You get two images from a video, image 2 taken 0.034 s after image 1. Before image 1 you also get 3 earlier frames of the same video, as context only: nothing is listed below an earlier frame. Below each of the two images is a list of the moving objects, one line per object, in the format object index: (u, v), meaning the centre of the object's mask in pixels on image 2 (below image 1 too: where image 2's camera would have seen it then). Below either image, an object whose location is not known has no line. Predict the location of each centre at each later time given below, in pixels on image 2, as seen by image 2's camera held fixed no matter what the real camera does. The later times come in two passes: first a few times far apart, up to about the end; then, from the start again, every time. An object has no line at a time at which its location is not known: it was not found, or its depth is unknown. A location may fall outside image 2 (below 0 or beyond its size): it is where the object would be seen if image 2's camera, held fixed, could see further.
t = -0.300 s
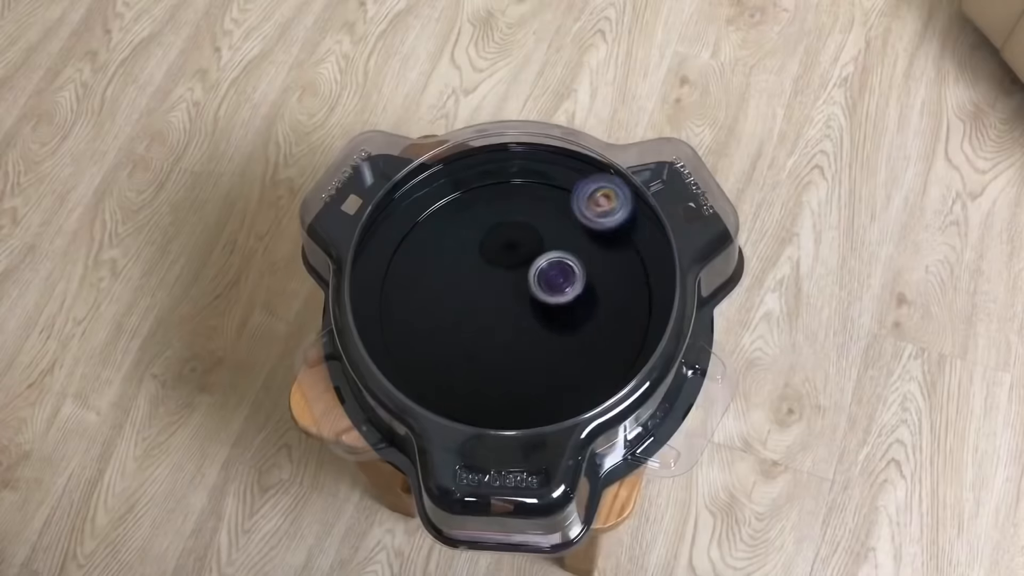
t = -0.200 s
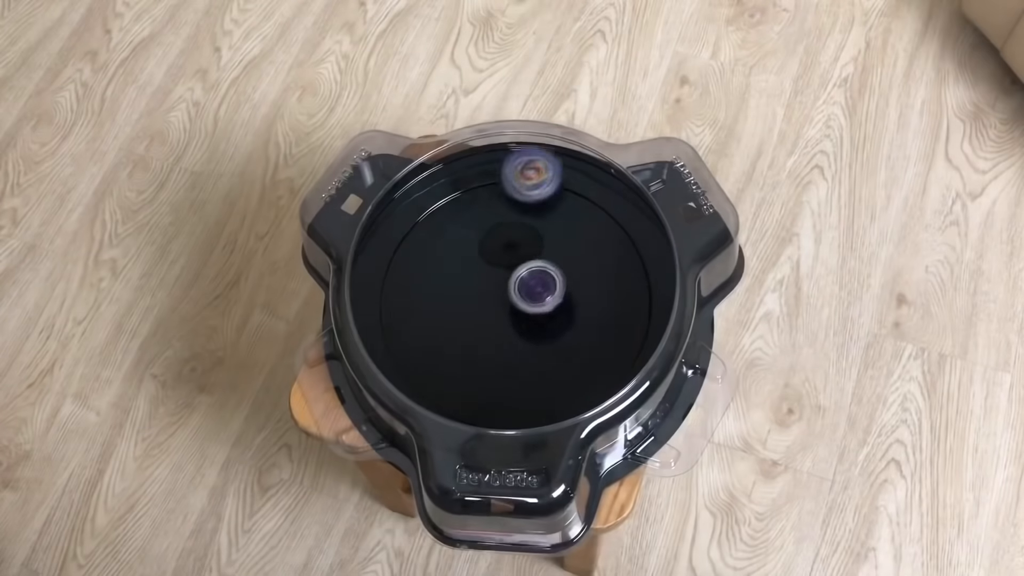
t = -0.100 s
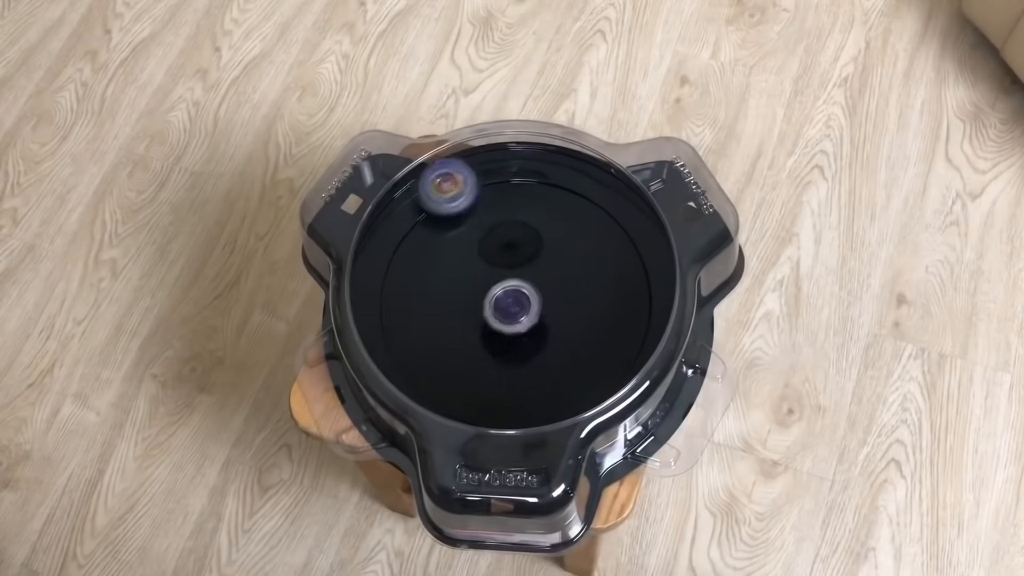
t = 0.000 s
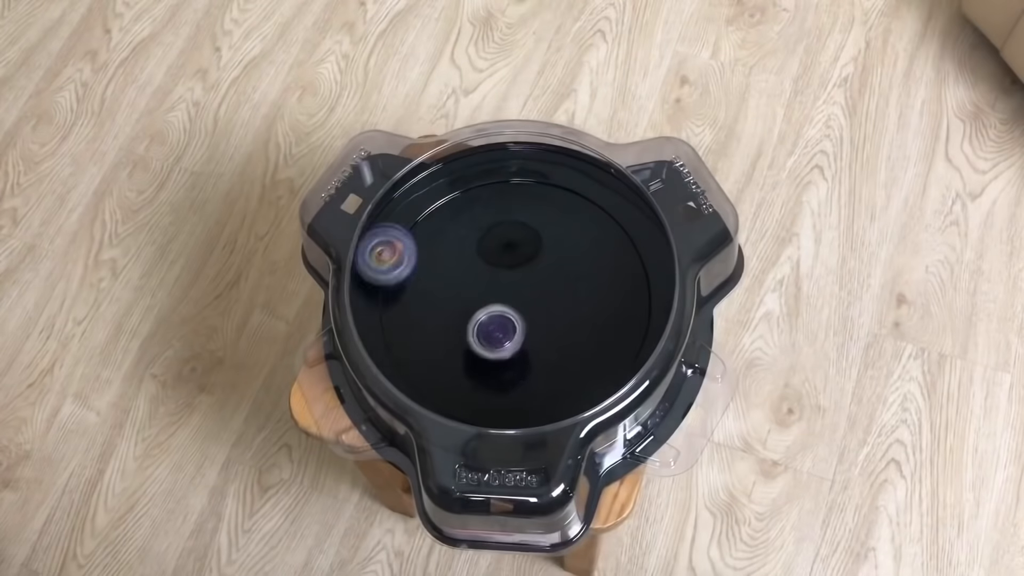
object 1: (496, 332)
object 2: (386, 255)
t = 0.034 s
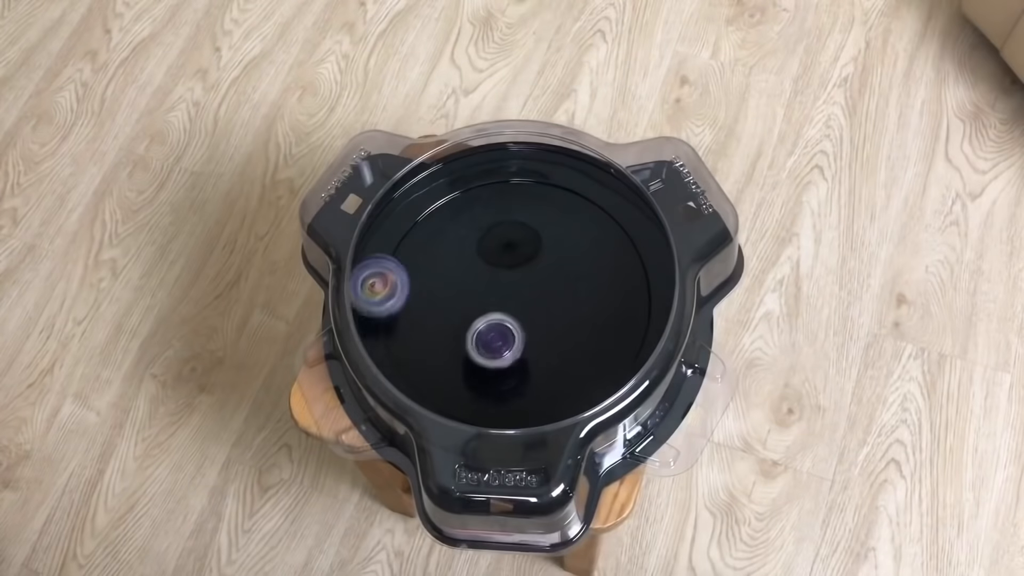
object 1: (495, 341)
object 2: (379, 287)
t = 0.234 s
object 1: (533, 364)
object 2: (500, 418)
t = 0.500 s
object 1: (555, 281)
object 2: (570, 359)
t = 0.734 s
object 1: (434, 216)
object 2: (517, 285)
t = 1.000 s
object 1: (364, 266)
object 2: (446, 309)
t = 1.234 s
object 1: (439, 304)
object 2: (501, 354)
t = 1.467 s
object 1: (503, 282)
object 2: (572, 277)
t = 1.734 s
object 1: (468, 207)
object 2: (579, 201)
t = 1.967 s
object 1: (435, 236)
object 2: (506, 209)
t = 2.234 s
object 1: (459, 308)
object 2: (534, 321)
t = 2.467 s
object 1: (529, 306)
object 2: (591, 351)
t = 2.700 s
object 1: (554, 250)
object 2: (608, 328)
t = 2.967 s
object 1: (493, 247)
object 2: (517, 327)
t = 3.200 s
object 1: (509, 298)
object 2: (462, 362)
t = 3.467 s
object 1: (555, 286)
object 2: (488, 380)
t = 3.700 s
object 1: (566, 255)
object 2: (484, 308)
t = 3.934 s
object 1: (550, 227)
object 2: (424, 270)
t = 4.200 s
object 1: (520, 264)
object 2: (440, 296)
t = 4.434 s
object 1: (598, 276)
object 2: (427, 310)
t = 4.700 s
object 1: (595, 271)
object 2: (494, 305)
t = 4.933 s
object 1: (599, 294)
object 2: (500, 243)
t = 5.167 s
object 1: (580, 308)
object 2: (457, 236)
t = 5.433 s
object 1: (560, 356)
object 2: (485, 263)
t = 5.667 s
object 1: (562, 427)
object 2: (475, 193)
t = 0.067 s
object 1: (496, 349)
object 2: (382, 320)
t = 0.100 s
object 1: (499, 356)
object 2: (394, 351)
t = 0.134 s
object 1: (504, 362)
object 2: (415, 378)
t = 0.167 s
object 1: (510, 367)
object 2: (443, 399)
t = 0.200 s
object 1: (517, 370)
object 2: (475, 411)
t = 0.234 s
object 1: (533, 364)
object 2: (500, 418)
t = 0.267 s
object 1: (548, 357)
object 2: (524, 426)
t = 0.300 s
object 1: (560, 349)
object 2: (545, 431)
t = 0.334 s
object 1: (569, 339)
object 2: (562, 433)
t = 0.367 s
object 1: (572, 327)
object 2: (562, 420)
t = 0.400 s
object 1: (574, 316)
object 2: (565, 406)
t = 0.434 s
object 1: (570, 303)
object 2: (567, 393)
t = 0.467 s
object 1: (564, 291)
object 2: (569, 376)
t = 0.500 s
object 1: (555, 281)
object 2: (570, 359)
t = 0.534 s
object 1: (543, 272)
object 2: (567, 340)
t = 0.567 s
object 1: (530, 264)
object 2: (561, 322)
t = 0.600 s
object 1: (515, 259)
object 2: (553, 306)
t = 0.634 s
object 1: (495, 245)
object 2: (547, 299)
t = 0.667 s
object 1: (474, 232)
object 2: (539, 294)
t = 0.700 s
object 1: (454, 222)
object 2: (529, 290)
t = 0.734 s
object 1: (434, 216)
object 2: (517, 285)
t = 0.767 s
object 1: (417, 214)
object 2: (503, 281)
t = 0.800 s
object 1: (408, 220)
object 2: (487, 277)
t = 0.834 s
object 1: (402, 230)
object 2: (472, 276)
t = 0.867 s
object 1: (402, 245)
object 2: (457, 275)
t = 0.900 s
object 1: (392, 250)
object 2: (452, 282)
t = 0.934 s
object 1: (382, 256)
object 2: (450, 292)
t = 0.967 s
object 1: (371, 261)
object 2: (448, 300)
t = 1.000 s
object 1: (364, 266)
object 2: (446, 309)
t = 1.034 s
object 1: (371, 272)
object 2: (445, 319)
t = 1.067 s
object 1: (379, 278)
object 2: (445, 329)
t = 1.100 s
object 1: (388, 283)
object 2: (449, 339)
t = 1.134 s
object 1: (399, 289)
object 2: (458, 348)
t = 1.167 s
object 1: (412, 295)
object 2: (471, 354)
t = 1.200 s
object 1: (425, 299)
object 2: (486, 356)
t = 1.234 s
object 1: (439, 304)
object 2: (501, 354)
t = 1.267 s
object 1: (452, 306)
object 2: (517, 347)
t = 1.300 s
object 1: (465, 307)
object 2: (529, 337)
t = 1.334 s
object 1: (478, 307)
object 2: (540, 326)
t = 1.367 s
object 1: (487, 303)
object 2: (550, 314)
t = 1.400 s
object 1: (493, 297)
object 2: (560, 302)
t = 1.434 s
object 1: (499, 290)
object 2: (568, 290)
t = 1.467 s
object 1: (503, 282)
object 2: (572, 277)
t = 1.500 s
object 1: (508, 272)
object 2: (573, 264)
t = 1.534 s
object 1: (512, 261)
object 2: (572, 252)
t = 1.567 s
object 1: (511, 250)
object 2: (572, 241)
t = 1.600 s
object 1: (501, 238)
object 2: (580, 231)
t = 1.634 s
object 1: (492, 228)
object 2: (583, 222)
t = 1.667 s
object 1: (484, 219)
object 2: (584, 214)
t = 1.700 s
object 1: (476, 211)
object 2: (582, 207)
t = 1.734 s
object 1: (468, 207)
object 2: (579, 201)
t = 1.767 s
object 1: (459, 205)
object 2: (574, 195)
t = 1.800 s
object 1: (451, 205)
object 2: (566, 190)
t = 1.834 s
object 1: (443, 208)
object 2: (556, 186)
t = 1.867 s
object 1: (437, 213)
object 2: (545, 186)
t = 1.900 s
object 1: (434, 219)
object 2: (531, 189)
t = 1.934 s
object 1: (433, 227)
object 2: (518, 198)
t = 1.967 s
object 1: (435, 236)
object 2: (506, 209)
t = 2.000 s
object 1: (439, 245)
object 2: (497, 224)
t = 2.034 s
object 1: (435, 257)
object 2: (498, 238)
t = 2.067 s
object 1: (434, 268)
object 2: (500, 253)
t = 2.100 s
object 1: (436, 279)
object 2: (502, 268)
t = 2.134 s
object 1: (441, 289)
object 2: (507, 283)
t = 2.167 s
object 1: (449, 297)
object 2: (512, 296)
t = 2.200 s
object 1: (455, 303)
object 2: (523, 308)
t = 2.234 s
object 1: (459, 308)
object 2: (534, 321)
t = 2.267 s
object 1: (466, 313)
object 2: (545, 331)
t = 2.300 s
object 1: (475, 316)
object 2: (554, 339)
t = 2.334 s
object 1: (486, 317)
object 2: (563, 345)
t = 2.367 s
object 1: (497, 317)
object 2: (572, 349)
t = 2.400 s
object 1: (509, 315)
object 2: (578, 351)
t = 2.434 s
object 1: (520, 311)
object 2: (585, 351)
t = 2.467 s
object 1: (529, 306)
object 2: (591, 351)
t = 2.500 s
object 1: (538, 299)
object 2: (596, 349)
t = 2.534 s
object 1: (545, 292)
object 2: (601, 346)
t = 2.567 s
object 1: (551, 284)
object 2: (604, 343)
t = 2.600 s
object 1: (555, 276)
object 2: (607, 339)
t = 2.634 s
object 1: (557, 267)
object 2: (608, 337)
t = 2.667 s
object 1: (557, 258)
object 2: (609, 332)
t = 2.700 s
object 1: (554, 250)
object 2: (608, 328)
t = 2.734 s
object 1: (550, 242)
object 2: (601, 324)
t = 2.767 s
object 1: (543, 237)
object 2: (594, 321)
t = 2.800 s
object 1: (535, 233)
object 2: (583, 320)
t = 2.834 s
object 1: (526, 231)
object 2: (570, 319)
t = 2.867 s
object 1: (517, 232)
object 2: (556, 320)
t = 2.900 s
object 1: (507, 235)
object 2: (542, 322)
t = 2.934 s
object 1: (499, 240)
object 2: (529, 324)
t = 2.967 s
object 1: (493, 247)
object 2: (517, 327)
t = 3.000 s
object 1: (489, 255)
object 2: (505, 331)
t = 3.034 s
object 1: (487, 264)
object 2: (496, 335)
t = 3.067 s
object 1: (487, 274)
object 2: (487, 339)
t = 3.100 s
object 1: (490, 283)
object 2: (479, 344)
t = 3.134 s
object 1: (495, 290)
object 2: (473, 348)
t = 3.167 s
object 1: (502, 295)
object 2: (467, 355)
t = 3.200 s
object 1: (509, 298)
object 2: (462, 362)
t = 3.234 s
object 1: (517, 300)
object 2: (459, 367)
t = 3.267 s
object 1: (525, 303)
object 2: (458, 373)
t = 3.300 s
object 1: (533, 303)
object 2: (457, 378)
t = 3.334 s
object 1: (540, 302)
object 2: (459, 382)
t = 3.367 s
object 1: (546, 300)
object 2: (464, 386)
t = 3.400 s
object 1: (550, 295)
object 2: (470, 387)
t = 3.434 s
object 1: (554, 291)
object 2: (479, 385)
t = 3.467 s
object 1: (555, 286)
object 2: (488, 380)
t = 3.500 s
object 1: (554, 283)
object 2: (495, 371)
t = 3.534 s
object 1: (553, 280)
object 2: (501, 360)
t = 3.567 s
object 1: (552, 278)
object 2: (505, 347)
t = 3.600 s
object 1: (549, 276)
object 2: (506, 334)
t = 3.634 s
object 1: (547, 275)
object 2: (506, 320)
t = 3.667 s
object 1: (556, 267)
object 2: (496, 313)
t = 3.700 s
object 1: (566, 255)
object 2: (484, 308)
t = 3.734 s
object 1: (572, 247)
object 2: (473, 301)
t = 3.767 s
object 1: (574, 240)
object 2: (464, 293)
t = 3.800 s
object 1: (573, 236)
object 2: (456, 287)
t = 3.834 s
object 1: (568, 233)
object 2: (448, 281)
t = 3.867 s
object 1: (562, 230)
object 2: (439, 277)
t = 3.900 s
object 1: (556, 228)
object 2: (431, 273)
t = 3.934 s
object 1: (550, 227)
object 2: (424, 270)
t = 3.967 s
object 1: (543, 229)
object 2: (418, 269)
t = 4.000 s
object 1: (538, 231)
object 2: (413, 270)
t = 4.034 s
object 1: (533, 235)
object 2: (409, 273)
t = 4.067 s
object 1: (529, 241)
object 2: (409, 277)
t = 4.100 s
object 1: (526, 246)
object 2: (412, 284)
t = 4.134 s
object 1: (523, 251)
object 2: (418, 289)
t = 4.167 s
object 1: (521, 258)
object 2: (428, 294)
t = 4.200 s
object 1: (520, 264)
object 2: (440, 296)
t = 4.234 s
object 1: (519, 270)
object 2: (455, 297)
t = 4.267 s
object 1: (529, 273)
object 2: (457, 297)
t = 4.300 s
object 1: (553, 273)
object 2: (445, 298)
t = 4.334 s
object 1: (570, 275)
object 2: (437, 299)
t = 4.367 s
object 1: (584, 275)
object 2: (432, 302)
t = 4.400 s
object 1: (593, 276)
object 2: (428, 306)
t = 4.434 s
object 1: (598, 276)
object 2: (427, 310)
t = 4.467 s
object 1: (601, 275)
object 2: (429, 315)
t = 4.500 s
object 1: (602, 275)
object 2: (435, 319)
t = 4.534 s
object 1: (603, 273)
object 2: (443, 322)
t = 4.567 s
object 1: (602, 272)
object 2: (452, 322)
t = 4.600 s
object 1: (600, 271)
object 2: (463, 321)
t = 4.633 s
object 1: (599, 271)
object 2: (474, 316)
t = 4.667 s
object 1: (597, 271)
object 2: (485, 312)
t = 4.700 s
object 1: (595, 271)
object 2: (494, 305)
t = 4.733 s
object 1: (592, 272)
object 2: (501, 298)
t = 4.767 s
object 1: (589, 274)
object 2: (508, 290)
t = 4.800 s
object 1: (585, 275)
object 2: (514, 282)
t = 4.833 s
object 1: (581, 278)
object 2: (518, 273)
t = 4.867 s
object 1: (590, 284)
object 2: (510, 262)
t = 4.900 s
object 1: (596, 290)
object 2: (505, 251)
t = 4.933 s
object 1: (599, 294)
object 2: (500, 243)
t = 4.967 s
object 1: (599, 298)
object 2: (495, 237)
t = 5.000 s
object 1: (598, 301)
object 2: (489, 231)
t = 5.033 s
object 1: (595, 303)
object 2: (482, 227)
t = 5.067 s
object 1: (592, 305)
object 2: (475, 225)
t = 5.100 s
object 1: (588, 306)
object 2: (467, 226)
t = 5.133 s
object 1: (584, 307)
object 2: (461, 229)
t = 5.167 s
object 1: (580, 308)
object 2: (457, 236)
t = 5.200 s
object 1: (576, 309)
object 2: (456, 245)
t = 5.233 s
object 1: (571, 310)
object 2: (457, 254)
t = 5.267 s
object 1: (566, 312)
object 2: (462, 264)
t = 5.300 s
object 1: (562, 313)
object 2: (468, 273)
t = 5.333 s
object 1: (557, 314)
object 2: (476, 281)
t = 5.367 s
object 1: (551, 316)
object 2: (485, 287)
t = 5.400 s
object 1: (550, 323)
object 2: (493, 289)
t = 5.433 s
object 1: (560, 356)
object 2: (485, 263)
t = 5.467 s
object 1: (569, 383)
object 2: (479, 241)
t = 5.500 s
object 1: (572, 396)
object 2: (476, 221)
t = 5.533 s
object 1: (571, 402)
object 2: (474, 207)
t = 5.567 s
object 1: (569, 408)
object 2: (473, 199)
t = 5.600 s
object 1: (565, 413)
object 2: (473, 195)
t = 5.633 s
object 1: (565, 426)
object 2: (474, 194)
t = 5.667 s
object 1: (562, 427)
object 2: (475, 193)
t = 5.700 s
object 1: (558, 426)
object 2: (477, 195)
